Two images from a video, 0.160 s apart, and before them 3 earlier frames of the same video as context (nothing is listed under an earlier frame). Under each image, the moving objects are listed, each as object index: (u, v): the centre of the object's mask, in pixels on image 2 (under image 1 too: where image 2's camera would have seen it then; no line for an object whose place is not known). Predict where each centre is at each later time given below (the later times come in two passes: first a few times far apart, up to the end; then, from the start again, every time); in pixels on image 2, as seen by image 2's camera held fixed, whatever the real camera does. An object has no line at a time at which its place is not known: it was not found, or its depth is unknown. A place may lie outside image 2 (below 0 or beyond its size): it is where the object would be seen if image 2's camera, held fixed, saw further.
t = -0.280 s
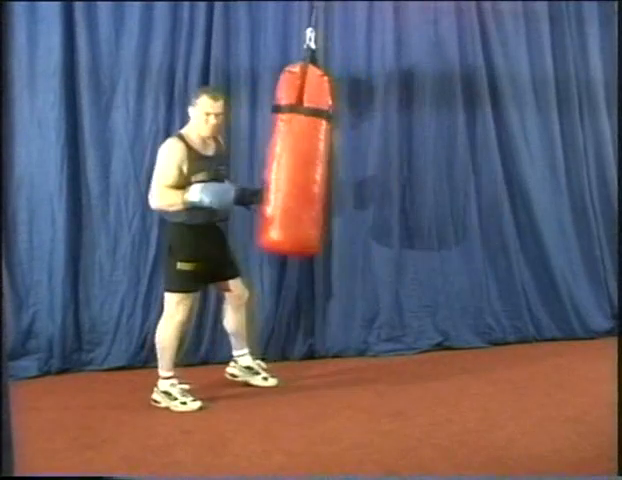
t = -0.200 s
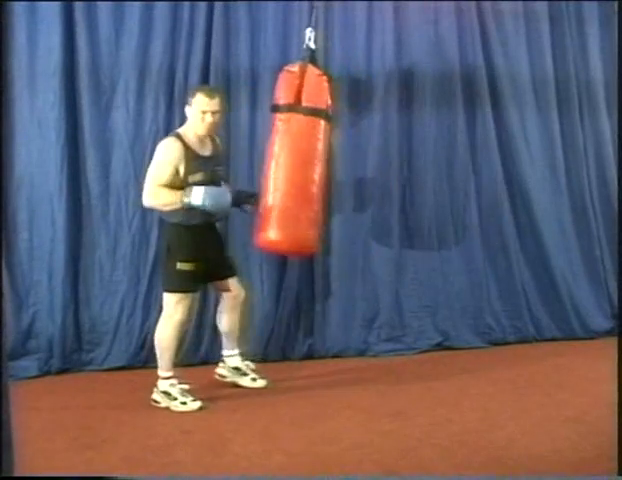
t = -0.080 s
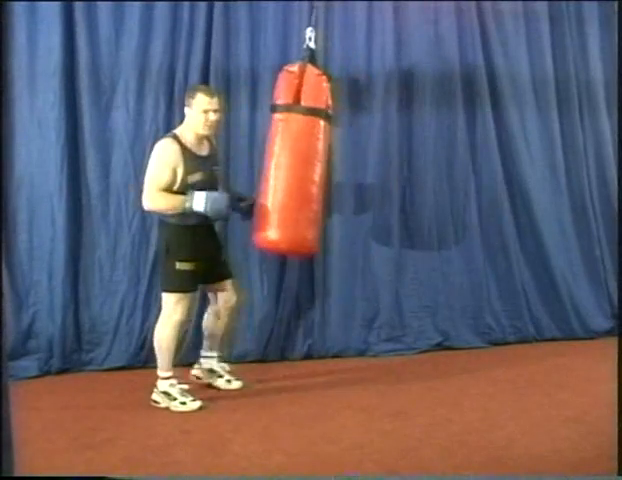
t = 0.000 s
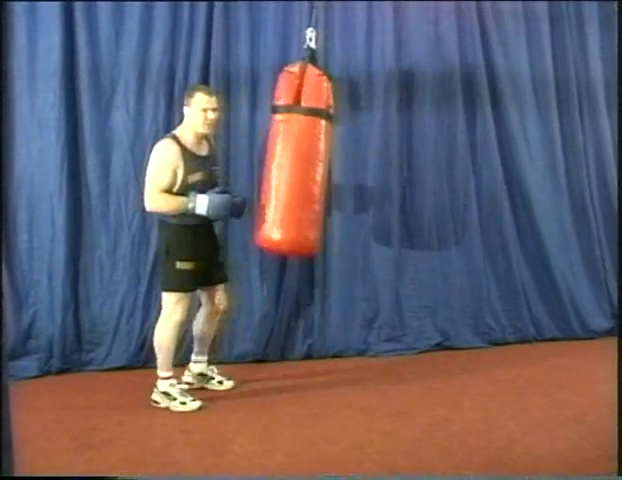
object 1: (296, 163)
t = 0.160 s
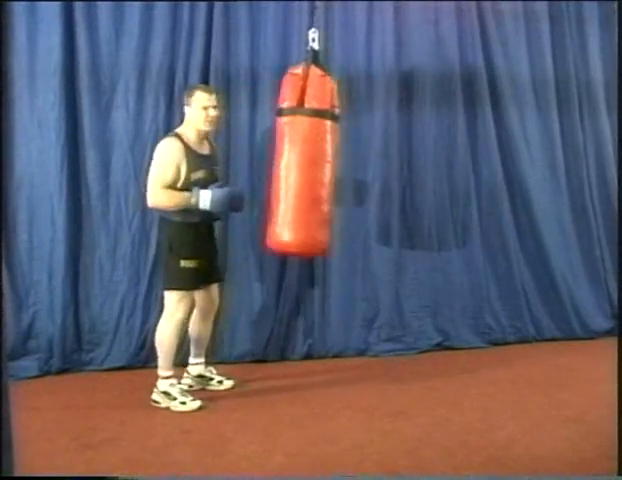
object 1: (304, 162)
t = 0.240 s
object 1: (309, 163)
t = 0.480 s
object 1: (325, 163)
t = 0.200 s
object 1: (306, 163)
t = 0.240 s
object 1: (309, 163)
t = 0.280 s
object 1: (312, 163)
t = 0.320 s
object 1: (314, 163)
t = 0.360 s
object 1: (317, 163)
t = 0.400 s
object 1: (320, 163)
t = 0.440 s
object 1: (322, 163)
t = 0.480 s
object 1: (325, 163)
